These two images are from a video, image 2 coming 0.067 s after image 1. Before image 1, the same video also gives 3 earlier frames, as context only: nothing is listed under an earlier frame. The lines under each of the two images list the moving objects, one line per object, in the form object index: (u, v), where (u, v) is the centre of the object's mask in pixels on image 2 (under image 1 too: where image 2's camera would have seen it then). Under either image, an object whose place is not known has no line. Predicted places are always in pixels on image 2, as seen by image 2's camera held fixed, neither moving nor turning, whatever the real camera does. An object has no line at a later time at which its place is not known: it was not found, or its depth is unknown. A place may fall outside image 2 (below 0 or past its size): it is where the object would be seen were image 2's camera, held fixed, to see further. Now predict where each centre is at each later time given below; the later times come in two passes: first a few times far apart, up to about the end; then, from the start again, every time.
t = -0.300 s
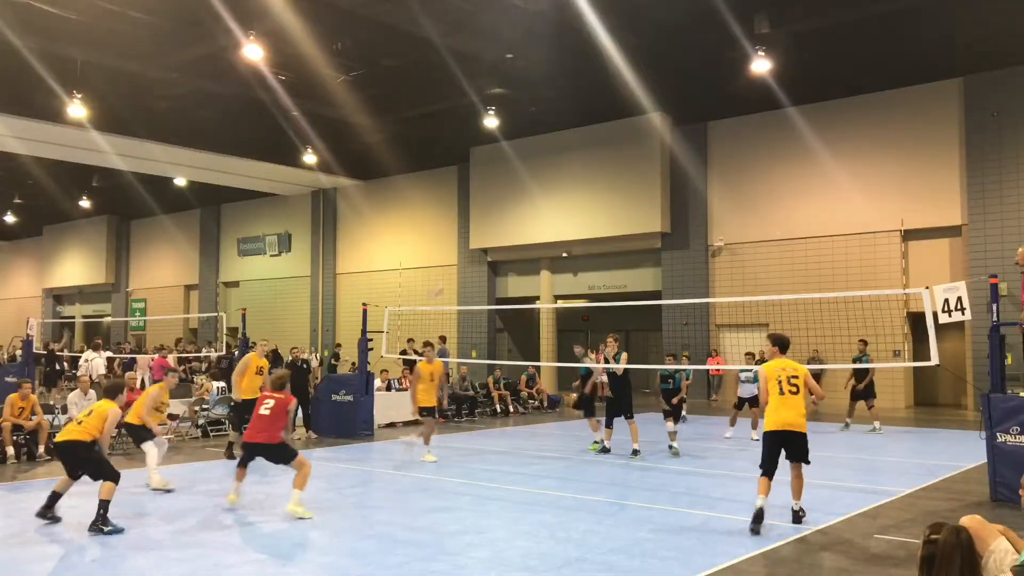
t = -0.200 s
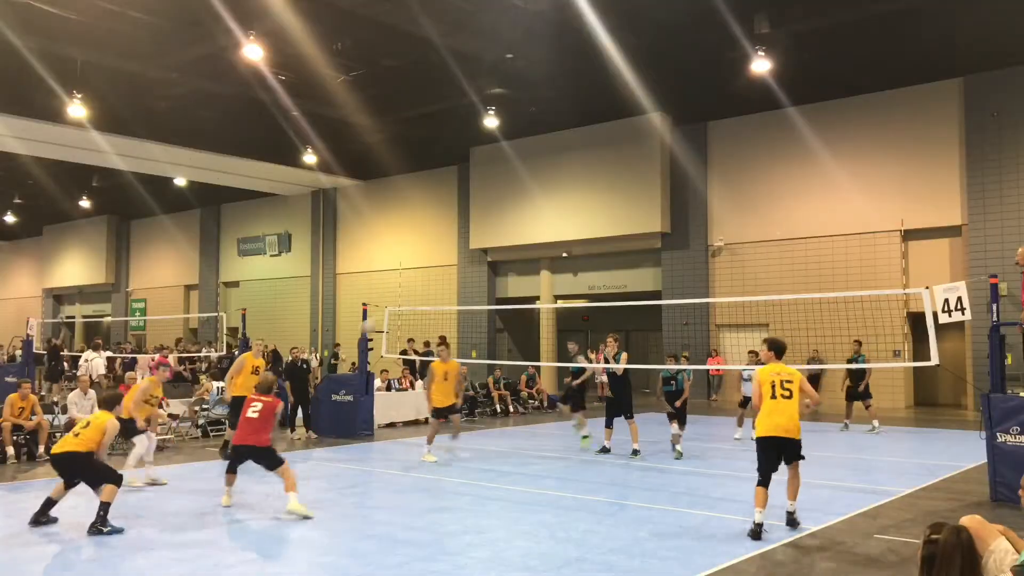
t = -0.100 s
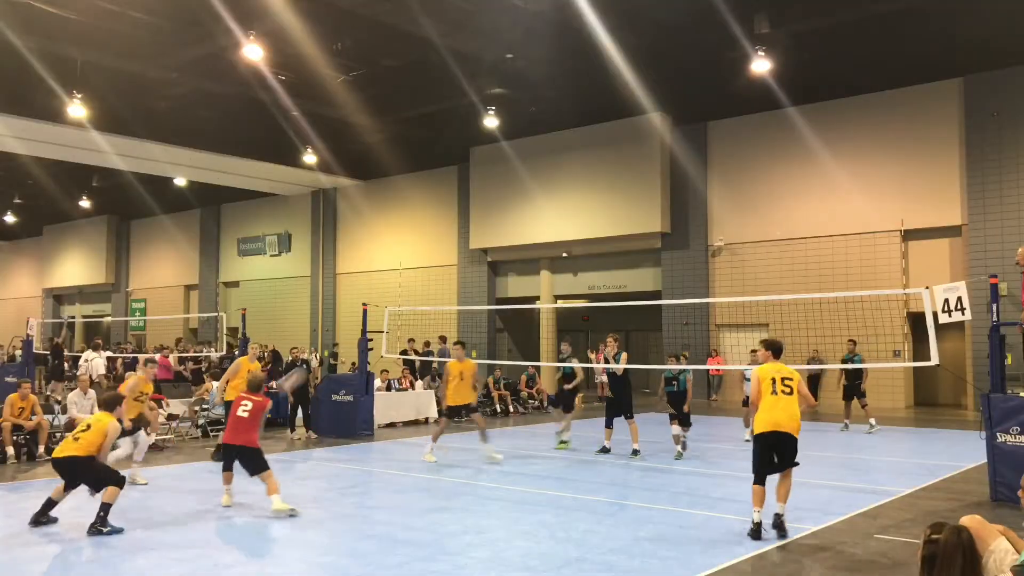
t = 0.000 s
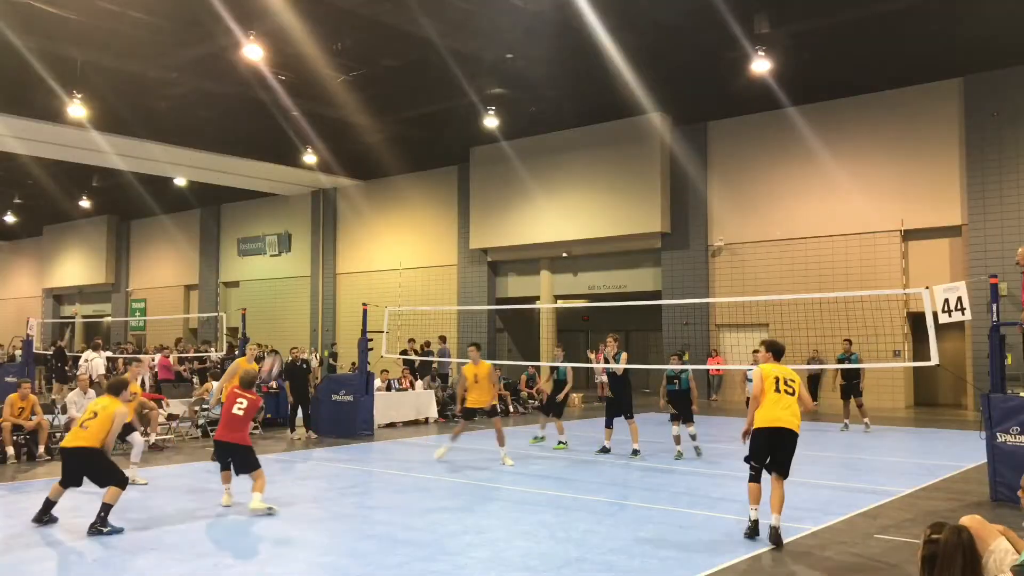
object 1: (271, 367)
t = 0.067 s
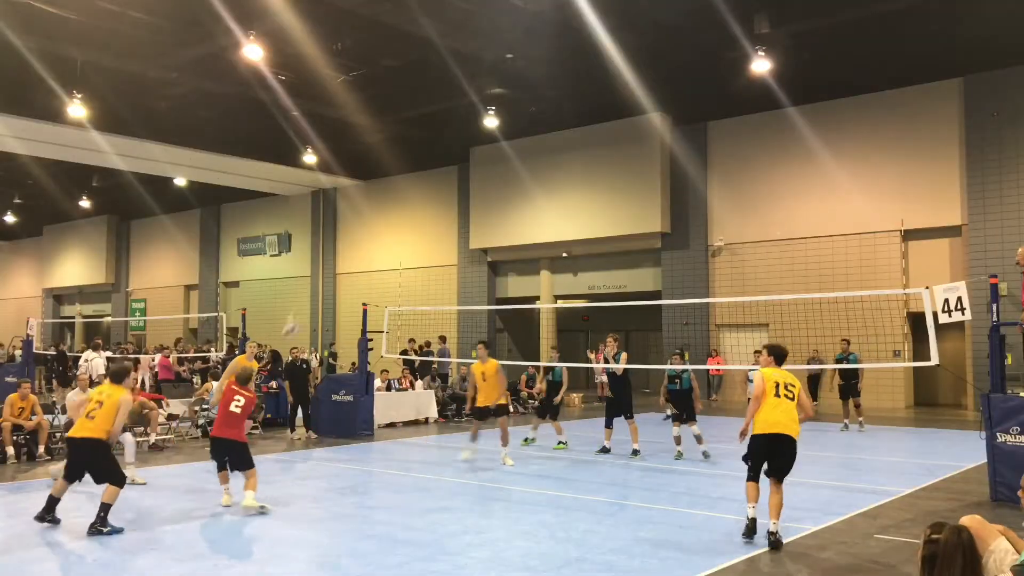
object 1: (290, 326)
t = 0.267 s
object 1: (341, 231)
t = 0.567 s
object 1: (409, 162)
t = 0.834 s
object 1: (459, 158)
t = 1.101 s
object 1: (503, 197)
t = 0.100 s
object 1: (300, 310)
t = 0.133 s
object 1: (309, 289)
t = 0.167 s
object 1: (317, 271)
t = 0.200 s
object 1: (326, 257)
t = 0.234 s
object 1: (333, 245)
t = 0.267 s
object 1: (341, 231)
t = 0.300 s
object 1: (351, 220)
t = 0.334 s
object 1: (358, 209)
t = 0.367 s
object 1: (366, 198)
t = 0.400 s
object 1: (374, 191)
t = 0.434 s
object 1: (381, 183)
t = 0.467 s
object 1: (388, 177)
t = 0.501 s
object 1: (395, 171)
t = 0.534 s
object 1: (402, 166)
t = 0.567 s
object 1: (409, 162)
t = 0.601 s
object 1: (415, 159)
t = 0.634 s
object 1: (422, 157)
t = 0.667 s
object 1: (429, 155)
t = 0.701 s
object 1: (435, 154)
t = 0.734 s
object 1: (441, 154)
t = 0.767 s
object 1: (447, 154)
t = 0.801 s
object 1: (453, 156)
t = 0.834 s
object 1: (459, 158)
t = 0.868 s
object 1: (465, 161)
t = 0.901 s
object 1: (470, 163)
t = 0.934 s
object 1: (476, 168)
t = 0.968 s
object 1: (482, 173)
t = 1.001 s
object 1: (487, 177)
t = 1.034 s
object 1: (492, 183)
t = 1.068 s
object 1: (498, 189)
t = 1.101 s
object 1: (503, 197)
